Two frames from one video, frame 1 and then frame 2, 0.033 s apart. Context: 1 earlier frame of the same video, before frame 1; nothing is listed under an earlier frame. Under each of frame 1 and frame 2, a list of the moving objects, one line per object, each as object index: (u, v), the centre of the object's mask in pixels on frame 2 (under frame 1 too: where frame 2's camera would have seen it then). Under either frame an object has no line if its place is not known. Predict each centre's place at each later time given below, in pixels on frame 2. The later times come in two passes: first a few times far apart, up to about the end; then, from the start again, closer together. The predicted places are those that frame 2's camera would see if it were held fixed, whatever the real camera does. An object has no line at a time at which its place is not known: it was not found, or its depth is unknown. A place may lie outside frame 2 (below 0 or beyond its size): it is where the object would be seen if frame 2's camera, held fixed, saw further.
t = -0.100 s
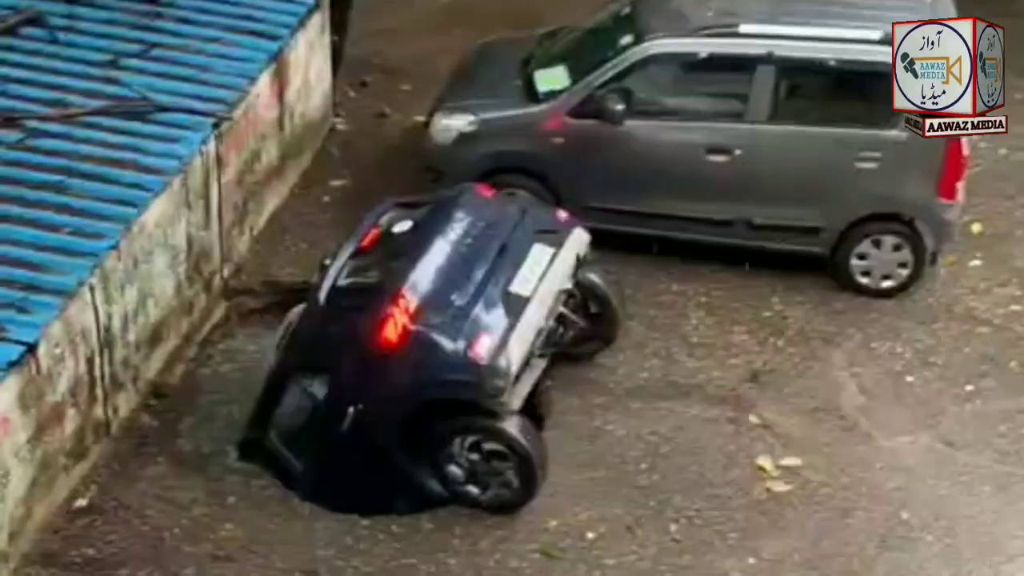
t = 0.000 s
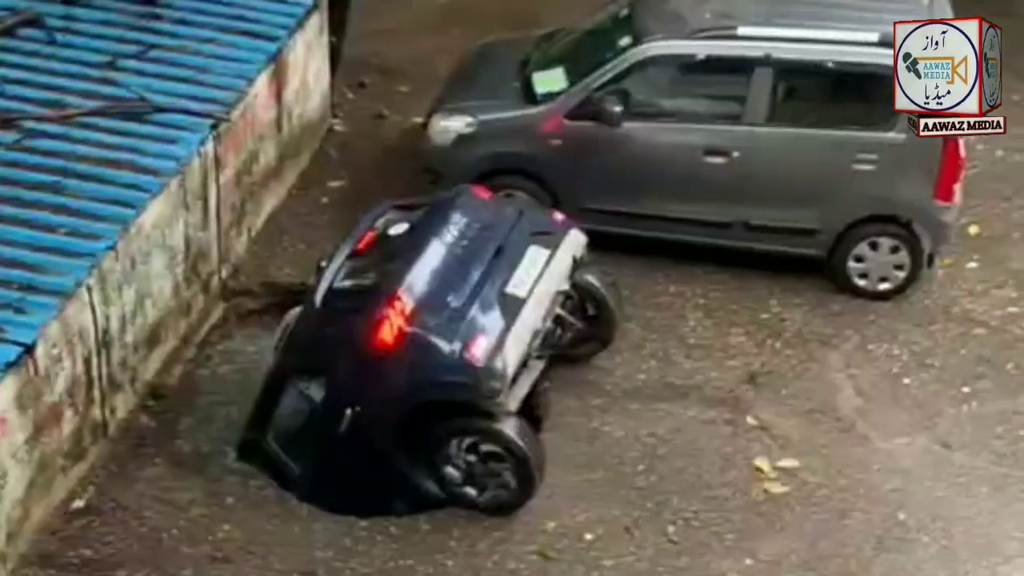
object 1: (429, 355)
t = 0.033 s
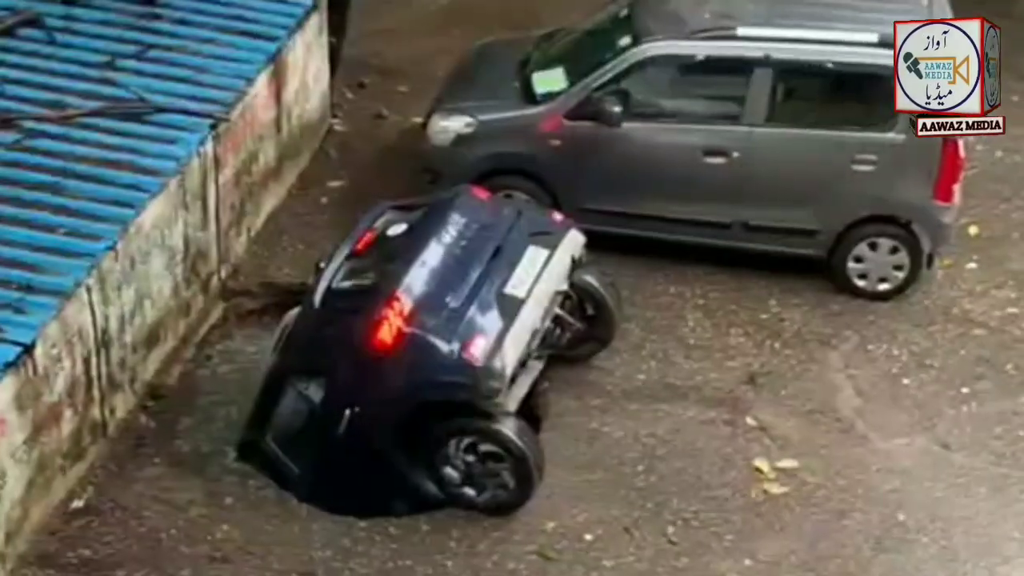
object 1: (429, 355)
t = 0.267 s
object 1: (427, 355)
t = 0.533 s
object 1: (426, 357)
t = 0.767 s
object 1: (424, 358)
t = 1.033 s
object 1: (421, 359)
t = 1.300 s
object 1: (419, 360)
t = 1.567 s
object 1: (418, 360)
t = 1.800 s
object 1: (415, 361)
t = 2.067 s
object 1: (412, 364)
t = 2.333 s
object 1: (407, 366)
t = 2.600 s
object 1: (402, 369)
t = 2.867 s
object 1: (396, 374)
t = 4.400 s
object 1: (362, 392)
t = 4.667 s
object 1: (362, 394)
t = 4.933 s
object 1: (362, 399)
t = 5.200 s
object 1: (363, 403)
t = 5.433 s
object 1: (364, 405)
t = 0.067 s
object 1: (429, 355)
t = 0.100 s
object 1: (428, 356)
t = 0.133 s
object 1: (428, 356)
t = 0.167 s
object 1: (428, 356)
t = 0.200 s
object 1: (428, 356)
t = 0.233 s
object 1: (428, 355)
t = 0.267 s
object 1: (427, 355)
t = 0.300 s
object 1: (428, 356)
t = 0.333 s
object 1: (427, 357)
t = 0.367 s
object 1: (427, 357)
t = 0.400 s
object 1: (427, 357)
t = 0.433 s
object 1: (426, 356)
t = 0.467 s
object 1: (426, 357)
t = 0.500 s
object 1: (426, 357)
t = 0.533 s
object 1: (426, 357)
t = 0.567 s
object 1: (425, 357)
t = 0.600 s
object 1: (425, 357)
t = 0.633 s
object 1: (425, 357)
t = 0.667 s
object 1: (425, 356)
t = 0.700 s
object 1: (425, 357)
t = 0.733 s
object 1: (424, 358)
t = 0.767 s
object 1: (424, 358)
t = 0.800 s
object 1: (423, 358)
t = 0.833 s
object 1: (423, 358)
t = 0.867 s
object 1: (423, 358)
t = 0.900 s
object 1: (422, 358)
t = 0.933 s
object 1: (422, 359)
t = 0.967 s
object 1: (421, 359)
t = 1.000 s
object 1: (421, 359)
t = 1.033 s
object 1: (421, 359)
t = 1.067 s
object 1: (422, 359)
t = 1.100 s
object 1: (421, 359)
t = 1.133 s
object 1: (421, 359)
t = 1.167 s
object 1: (421, 359)
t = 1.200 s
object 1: (421, 359)
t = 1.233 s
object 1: (420, 360)
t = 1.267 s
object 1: (420, 360)
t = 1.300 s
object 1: (419, 360)
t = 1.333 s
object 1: (419, 360)
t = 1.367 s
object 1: (419, 360)
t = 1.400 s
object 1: (419, 360)
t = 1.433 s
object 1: (418, 360)
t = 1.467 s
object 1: (418, 360)
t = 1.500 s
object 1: (418, 360)
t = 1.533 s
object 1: (418, 360)
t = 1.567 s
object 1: (418, 360)
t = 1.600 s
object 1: (417, 360)
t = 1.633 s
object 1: (417, 360)
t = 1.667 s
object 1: (417, 361)
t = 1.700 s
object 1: (416, 361)
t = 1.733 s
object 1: (416, 360)
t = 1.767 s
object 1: (416, 361)
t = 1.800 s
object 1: (415, 361)
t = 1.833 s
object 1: (415, 361)
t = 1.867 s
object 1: (414, 362)
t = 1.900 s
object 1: (414, 362)
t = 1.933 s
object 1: (414, 362)
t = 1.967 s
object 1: (413, 363)
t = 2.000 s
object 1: (412, 363)
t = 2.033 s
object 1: (412, 363)
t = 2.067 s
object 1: (412, 364)
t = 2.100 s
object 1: (411, 364)
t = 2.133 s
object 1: (411, 364)
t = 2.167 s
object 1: (410, 364)
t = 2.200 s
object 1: (410, 365)
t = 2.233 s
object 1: (409, 365)
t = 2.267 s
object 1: (409, 365)
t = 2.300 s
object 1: (408, 366)
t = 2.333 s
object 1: (407, 366)
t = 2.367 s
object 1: (406, 367)
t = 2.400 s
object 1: (406, 367)
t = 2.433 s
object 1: (405, 367)
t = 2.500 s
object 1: (404, 368)
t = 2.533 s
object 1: (403, 369)
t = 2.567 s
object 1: (402, 369)
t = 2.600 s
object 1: (402, 369)
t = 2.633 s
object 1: (401, 370)
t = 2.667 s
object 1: (400, 370)
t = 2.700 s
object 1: (400, 371)
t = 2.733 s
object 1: (399, 372)
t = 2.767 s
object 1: (399, 371)
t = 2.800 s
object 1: (397, 372)
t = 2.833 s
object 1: (397, 373)
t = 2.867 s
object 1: (396, 374)
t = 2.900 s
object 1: (390, 372)
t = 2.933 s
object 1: (398, 374)
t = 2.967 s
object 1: (389, 372)
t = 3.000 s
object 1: (388, 373)
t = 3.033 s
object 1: (395, 375)
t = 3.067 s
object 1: (387, 374)
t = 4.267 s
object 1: (363, 391)
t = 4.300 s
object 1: (363, 391)
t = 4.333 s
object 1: (363, 392)
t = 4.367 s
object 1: (363, 392)
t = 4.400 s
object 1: (362, 392)
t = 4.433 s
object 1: (362, 392)
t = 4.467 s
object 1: (363, 393)
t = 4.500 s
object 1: (363, 393)
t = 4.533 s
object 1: (364, 394)
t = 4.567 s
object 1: (363, 393)
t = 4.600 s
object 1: (363, 394)
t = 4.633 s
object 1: (364, 394)
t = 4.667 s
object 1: (362, 394)
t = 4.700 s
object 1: (362, 395)
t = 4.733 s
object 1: (364, 396)
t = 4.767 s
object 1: (365, 397)
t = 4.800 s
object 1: (365, 397)
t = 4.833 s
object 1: (364, 398)
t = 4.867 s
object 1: (363, 398)
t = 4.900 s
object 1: (361, 398)
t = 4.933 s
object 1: (362, 399)
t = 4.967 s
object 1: (364, 400)
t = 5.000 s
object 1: (365, 400)
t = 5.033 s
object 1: (365, 400)
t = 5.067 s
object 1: (365, 401)
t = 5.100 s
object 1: (364, 401)
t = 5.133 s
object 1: (364, 402)
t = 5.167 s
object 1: (364, 402)
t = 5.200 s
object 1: (363, 403)
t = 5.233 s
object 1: (363, 403)
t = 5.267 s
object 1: (363, 404)
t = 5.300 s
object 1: (388, 408)
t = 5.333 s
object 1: (387, 409)
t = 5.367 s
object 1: (363, 405)
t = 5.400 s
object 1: (364, 405)
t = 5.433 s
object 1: (364, 405)
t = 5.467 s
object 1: (364, 406)
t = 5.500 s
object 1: (364, 406)
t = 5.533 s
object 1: (363, 406)
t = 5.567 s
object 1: (363, 407)
